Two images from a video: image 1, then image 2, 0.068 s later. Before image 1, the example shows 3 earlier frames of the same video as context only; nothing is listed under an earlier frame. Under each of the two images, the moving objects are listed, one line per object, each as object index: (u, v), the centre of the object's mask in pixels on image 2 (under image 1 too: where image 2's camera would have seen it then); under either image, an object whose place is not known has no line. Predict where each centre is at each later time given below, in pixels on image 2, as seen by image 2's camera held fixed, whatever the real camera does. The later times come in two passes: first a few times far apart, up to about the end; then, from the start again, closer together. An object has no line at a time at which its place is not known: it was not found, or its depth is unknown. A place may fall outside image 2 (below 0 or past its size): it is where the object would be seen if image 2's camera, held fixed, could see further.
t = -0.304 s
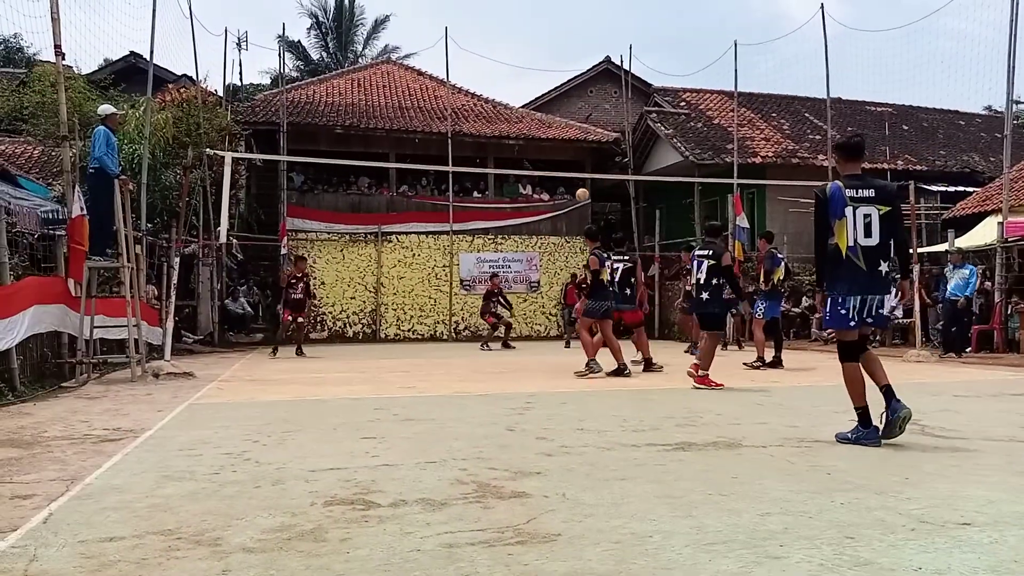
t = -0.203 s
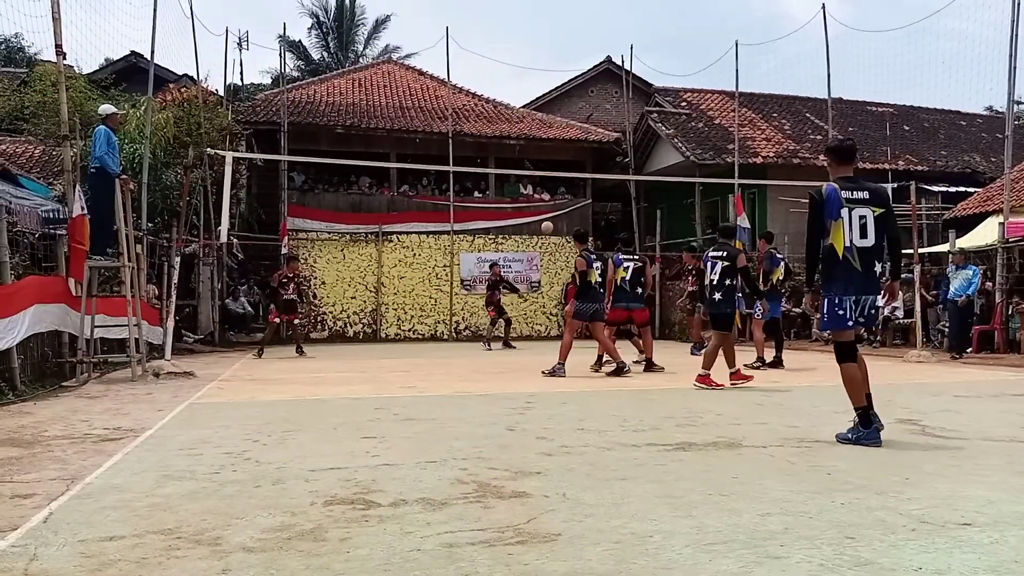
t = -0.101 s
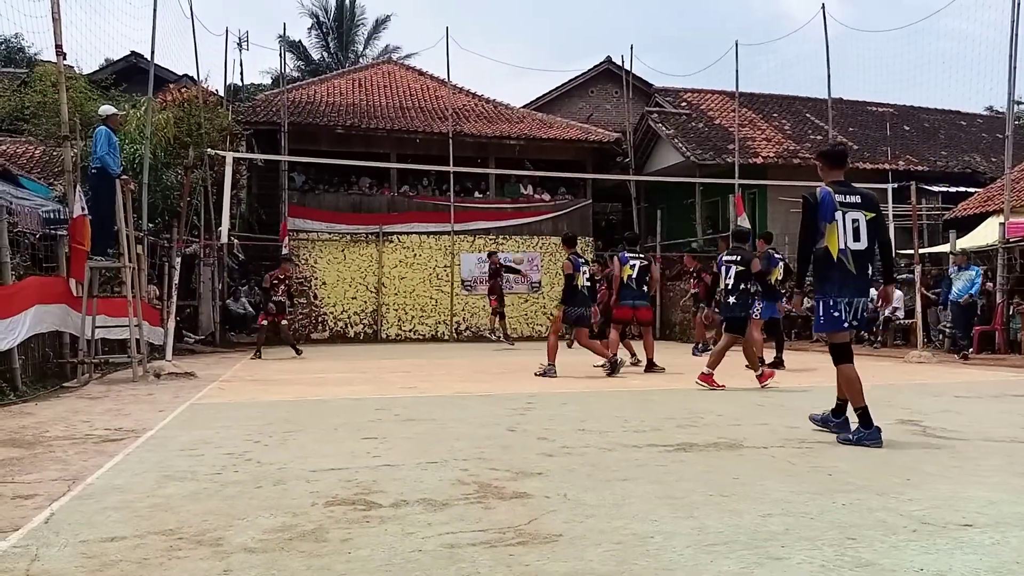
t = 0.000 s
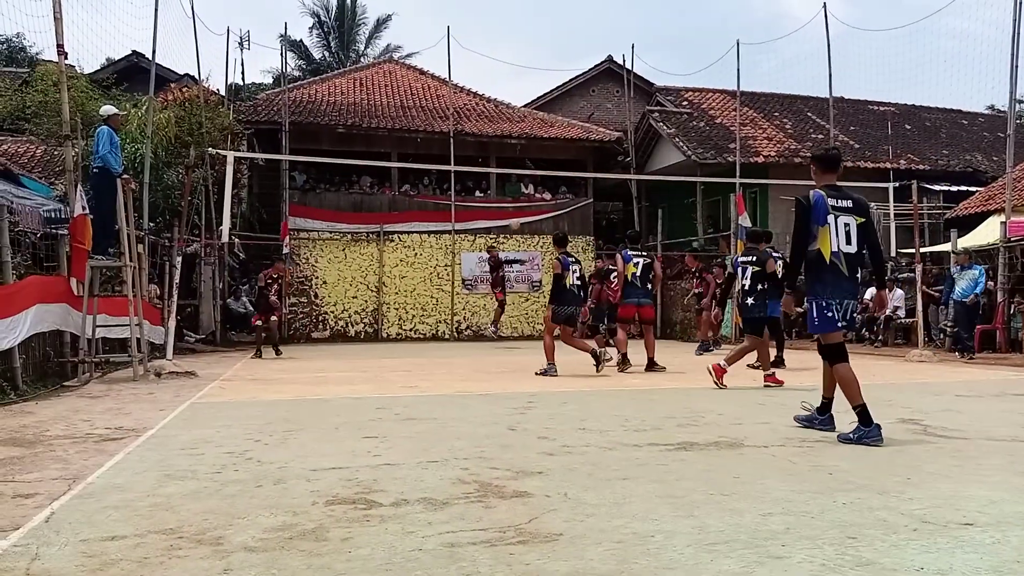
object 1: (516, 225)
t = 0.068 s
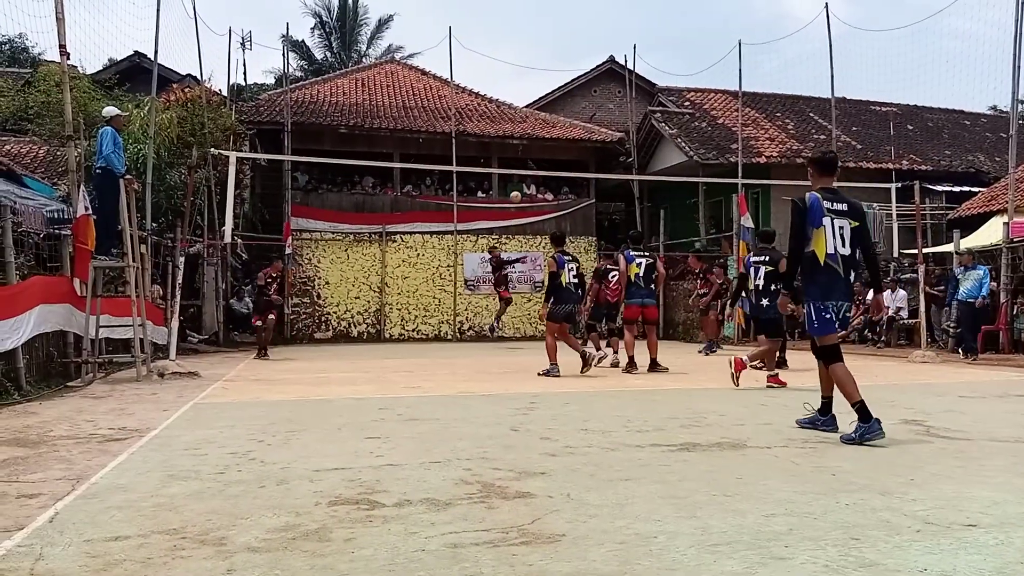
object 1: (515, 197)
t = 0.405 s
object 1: (511, 93)
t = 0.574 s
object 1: (508, 63)
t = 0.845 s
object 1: (504, 46)
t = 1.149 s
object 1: (499, 74)
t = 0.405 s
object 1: (511, 93)
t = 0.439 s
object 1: (510, 86)
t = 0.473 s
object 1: (510, 79)
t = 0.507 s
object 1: (509, 73)
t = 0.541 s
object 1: (509, 67)
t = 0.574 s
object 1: (508, 63)
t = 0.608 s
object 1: (508, 58)
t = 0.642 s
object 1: (507, 55)
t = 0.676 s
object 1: (507, 52)
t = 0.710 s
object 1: (506, 49)
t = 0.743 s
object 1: (506, 48)
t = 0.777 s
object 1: (505, 46)
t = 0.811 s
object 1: (504, 46)
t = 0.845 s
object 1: (504, 46)
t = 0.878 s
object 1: (503, 46)
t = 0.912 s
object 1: (503, 48)
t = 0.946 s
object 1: (502, 50)
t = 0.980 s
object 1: (501, 52)
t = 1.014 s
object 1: (501, 55)
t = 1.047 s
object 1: (500, 59)
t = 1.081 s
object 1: (500, 63)
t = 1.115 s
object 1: (499, 68)
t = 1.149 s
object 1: (499, 74)
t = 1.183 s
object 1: (498, 80)
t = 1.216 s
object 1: (498, 87)
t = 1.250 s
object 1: (498, 95)
